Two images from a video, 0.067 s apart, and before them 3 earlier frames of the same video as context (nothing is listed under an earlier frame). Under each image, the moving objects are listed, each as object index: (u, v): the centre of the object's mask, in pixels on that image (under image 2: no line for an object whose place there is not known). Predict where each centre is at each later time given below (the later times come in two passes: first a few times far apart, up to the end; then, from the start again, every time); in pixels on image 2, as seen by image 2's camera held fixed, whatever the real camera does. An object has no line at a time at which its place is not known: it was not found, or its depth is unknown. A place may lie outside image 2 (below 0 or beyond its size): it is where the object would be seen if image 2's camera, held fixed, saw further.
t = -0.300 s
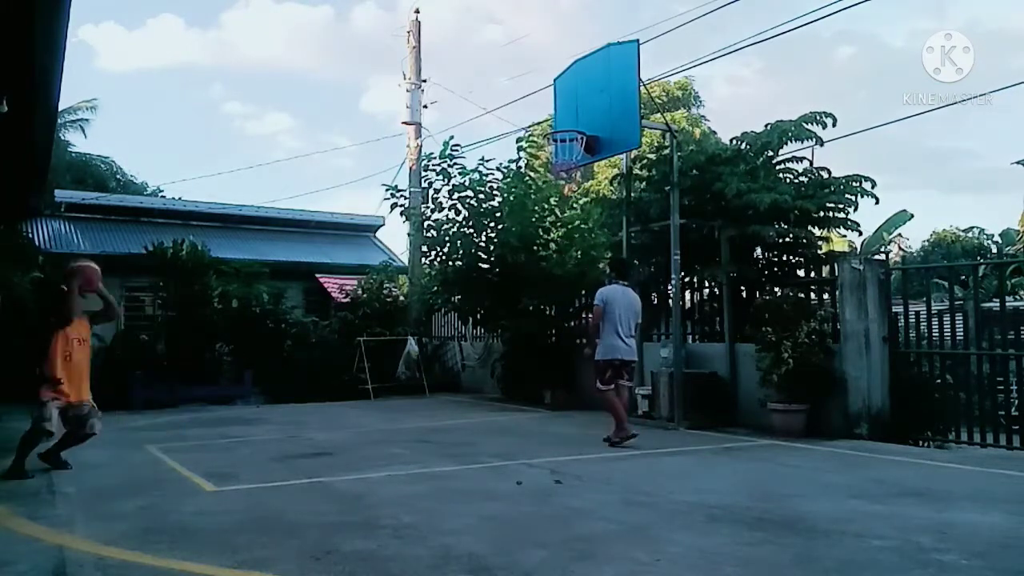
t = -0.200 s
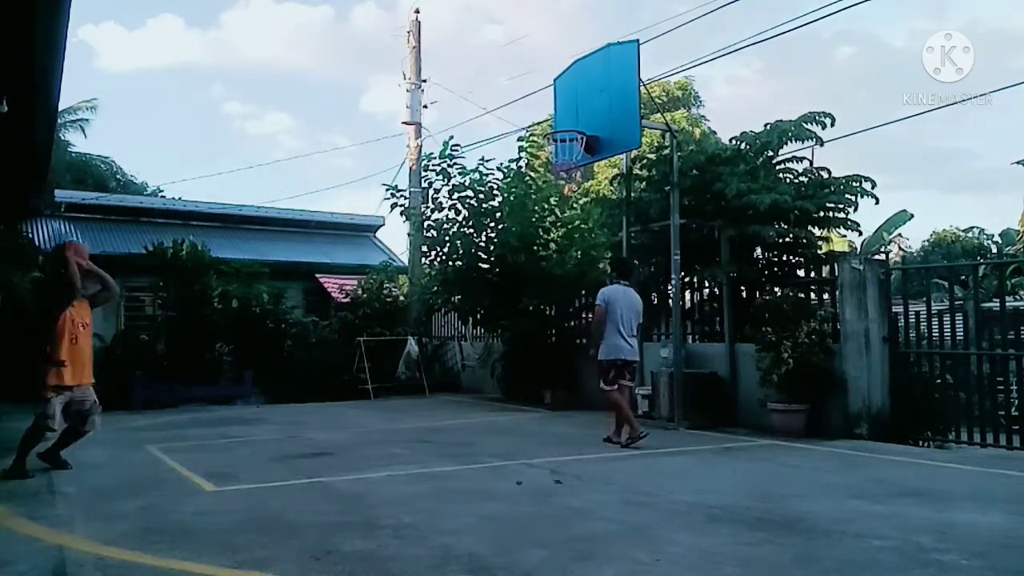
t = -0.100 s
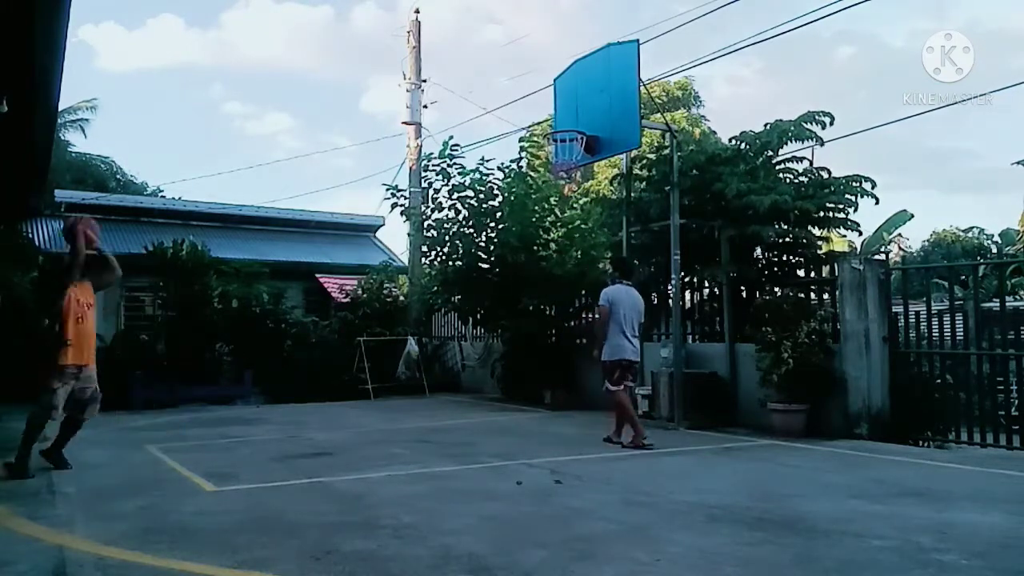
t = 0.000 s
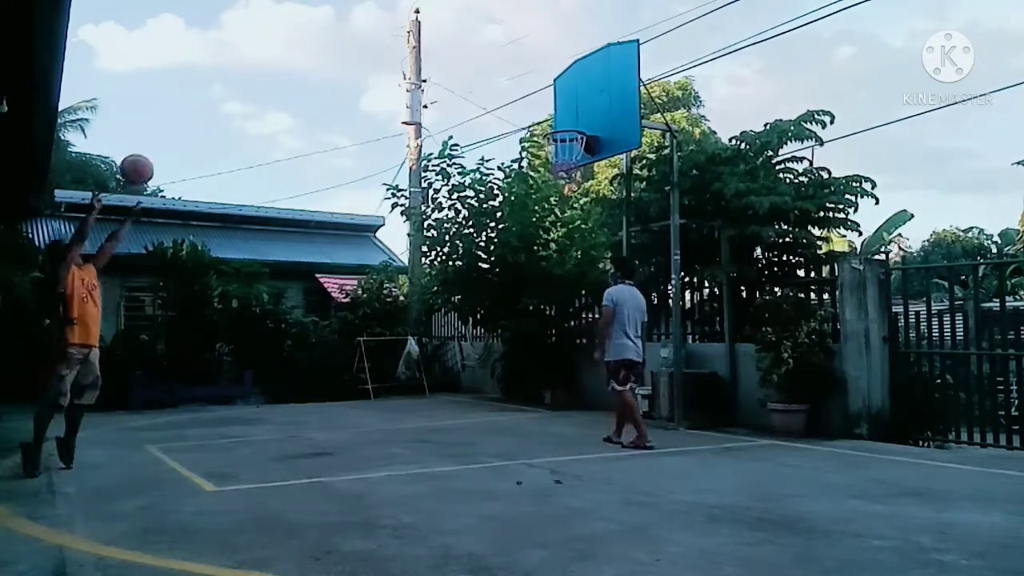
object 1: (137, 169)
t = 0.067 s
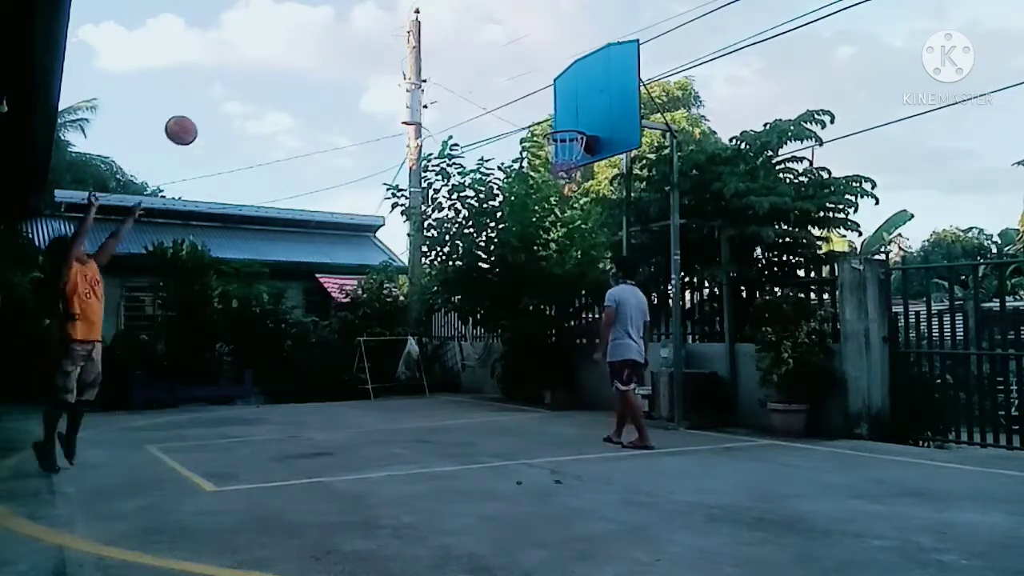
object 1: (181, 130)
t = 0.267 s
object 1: (300, 57)
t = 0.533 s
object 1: (435, 41)
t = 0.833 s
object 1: (560, 112)
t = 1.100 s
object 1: (534, 104)
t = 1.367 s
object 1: (479, 135)
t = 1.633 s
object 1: (422, 240)
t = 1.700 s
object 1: (408, 276)
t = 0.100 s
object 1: (202, 113)
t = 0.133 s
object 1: (223, 99)
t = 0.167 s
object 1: (243, 86)
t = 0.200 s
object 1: (263, 75)
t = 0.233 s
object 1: (282, 65)
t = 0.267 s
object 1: (300, 57)
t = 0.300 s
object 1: (319, 50)
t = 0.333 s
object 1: (336, 45)
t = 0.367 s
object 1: (354, 41)
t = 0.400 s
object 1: (371, 39)
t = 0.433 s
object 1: (387, 37)
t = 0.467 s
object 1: (403, 38)
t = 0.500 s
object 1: (419, 38)
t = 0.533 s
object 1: (435, 41)
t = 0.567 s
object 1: (450, 45)
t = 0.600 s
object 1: (465, 50)
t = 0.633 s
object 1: (479, 56)
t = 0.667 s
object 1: (493, 63)
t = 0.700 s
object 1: (507, 70)
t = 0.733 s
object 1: (521, 79)
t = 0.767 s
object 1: (534, 89)
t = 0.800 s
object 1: (547, 100)
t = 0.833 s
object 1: (560, 112)
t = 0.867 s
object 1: (573, 122)
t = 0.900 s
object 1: (576, 124)
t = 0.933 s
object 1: (569, 119)
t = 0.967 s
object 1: (562, 114)
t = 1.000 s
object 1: (555, 110)
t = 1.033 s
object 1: (548, 107)
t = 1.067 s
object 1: (541, 105)
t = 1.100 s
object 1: (534, 104)
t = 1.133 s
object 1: (528, 104)
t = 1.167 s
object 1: (521, 105)
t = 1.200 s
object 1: (514, 108)
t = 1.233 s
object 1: (507, 111)
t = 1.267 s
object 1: (500, 115)
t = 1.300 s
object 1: (493, 121)
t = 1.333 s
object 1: (486, 127)
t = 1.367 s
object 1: (479, 135)
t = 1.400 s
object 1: (472, 144)
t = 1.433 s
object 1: (464, 155)
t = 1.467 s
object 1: (457, 166)
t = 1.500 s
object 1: (452, 179)
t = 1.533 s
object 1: (444, 192)
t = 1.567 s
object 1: (436, 207)
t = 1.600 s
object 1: (430, 222)
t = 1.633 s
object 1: (422, 240)
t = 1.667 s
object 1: (415, 257)
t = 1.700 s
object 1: (408, 276)
